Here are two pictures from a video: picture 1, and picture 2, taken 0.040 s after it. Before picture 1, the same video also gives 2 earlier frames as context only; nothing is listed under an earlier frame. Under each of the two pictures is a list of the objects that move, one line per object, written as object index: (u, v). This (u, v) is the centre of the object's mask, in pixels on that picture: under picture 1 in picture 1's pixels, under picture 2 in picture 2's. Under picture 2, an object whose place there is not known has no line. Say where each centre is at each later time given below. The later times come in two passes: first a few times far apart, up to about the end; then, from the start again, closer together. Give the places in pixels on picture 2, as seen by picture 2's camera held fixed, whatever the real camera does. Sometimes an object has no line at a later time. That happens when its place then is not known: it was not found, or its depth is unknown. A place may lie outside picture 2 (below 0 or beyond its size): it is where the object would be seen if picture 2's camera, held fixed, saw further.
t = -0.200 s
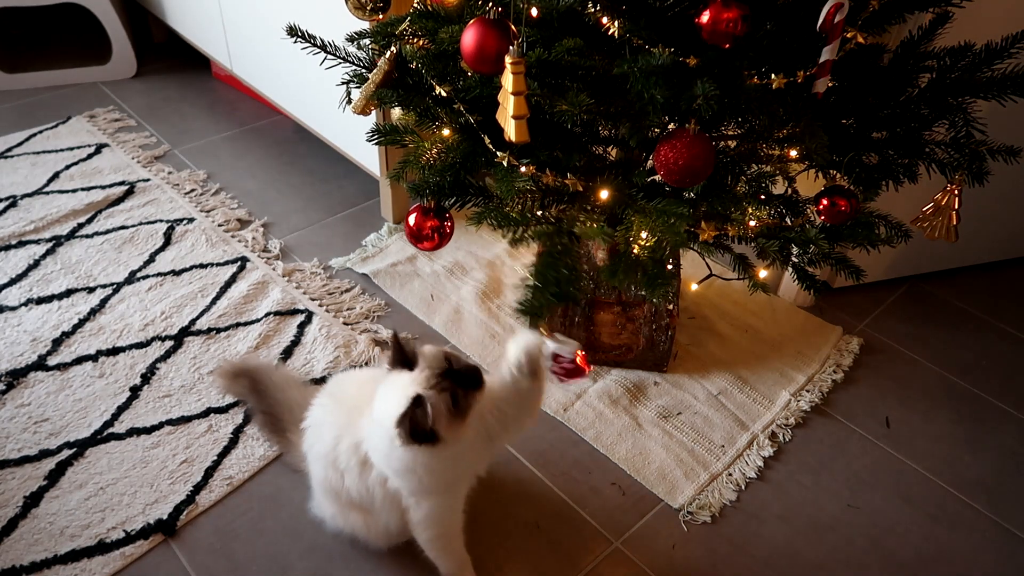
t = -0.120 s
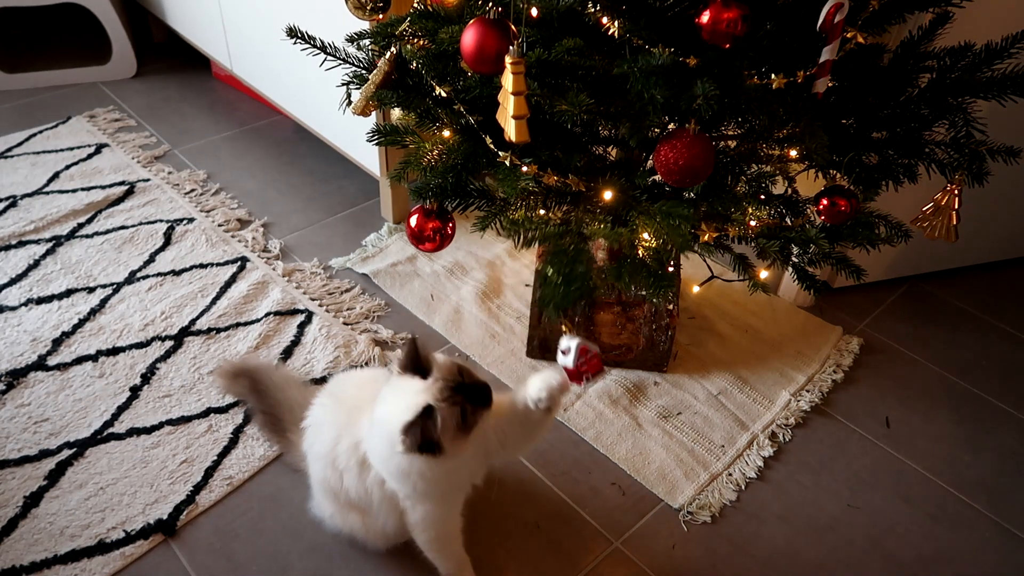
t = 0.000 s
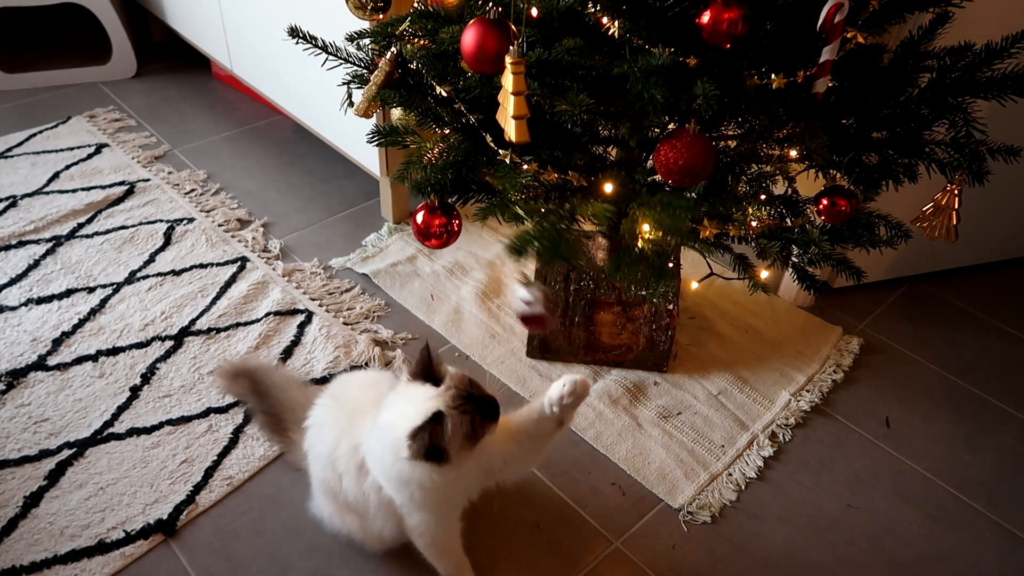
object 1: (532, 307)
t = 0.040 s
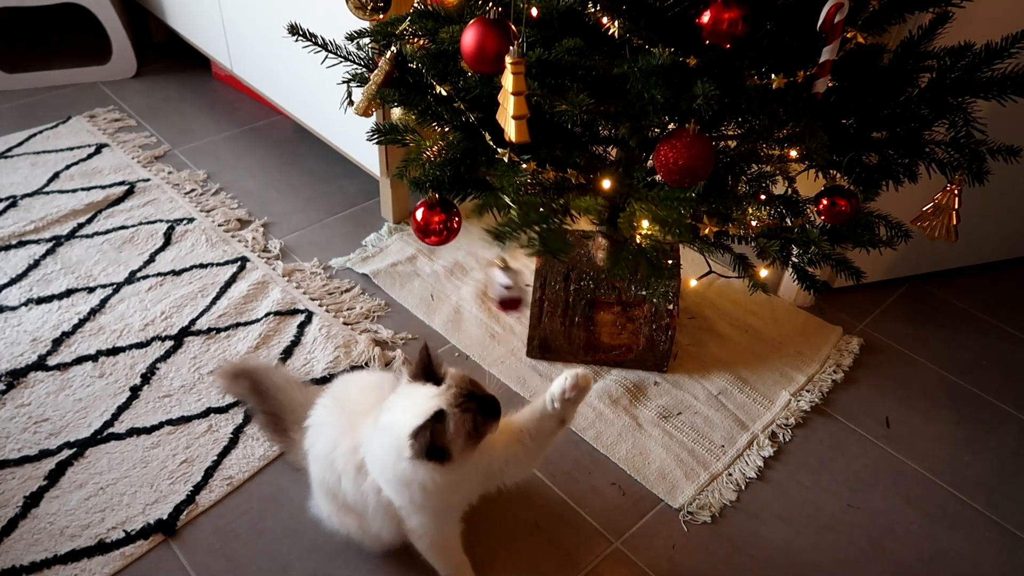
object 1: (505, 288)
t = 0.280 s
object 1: (442, 291)
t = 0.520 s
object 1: (571, 331)
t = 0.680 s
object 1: (531, 299)
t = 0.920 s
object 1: (449, 305)
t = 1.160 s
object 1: (556, 318)
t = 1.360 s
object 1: (516, 313)
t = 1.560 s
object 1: (456, 302)
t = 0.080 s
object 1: (482, 278)
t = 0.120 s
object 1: (459, 268)
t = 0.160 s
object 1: (444, 264)
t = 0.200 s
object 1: (435, 266)
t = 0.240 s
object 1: (434, 275)
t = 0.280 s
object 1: (442, 291)
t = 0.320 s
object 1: (461, 310)
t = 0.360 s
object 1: (483, 324)
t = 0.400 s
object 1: (513, 334)
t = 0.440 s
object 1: (539, 337)
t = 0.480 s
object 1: (558, 337)
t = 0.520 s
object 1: (571, 331)
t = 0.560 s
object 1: (573, 323)
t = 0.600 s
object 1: (565, 313)
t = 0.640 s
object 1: (551, 305)
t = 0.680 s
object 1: (531, 299)
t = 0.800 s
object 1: (462, 295)
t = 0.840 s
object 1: (449, 298)
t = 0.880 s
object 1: (445, 301)
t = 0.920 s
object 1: (449, 305)
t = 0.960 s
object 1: (460, 309)
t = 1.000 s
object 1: (478, 313)
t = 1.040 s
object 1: (500, 316)
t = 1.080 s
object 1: (523, 318)
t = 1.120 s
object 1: (543, 319)
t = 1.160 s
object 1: (556, 318)
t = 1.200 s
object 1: (563, 316)
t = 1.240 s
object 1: (562, 314)
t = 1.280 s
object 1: (553, 314)
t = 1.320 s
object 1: (538, 313)
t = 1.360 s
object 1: (516, 313)
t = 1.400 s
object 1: (494, 312)
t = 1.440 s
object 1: (476, 310)
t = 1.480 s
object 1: (463, 307)
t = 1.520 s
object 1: (456, 305)
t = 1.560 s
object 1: (456, 302)
